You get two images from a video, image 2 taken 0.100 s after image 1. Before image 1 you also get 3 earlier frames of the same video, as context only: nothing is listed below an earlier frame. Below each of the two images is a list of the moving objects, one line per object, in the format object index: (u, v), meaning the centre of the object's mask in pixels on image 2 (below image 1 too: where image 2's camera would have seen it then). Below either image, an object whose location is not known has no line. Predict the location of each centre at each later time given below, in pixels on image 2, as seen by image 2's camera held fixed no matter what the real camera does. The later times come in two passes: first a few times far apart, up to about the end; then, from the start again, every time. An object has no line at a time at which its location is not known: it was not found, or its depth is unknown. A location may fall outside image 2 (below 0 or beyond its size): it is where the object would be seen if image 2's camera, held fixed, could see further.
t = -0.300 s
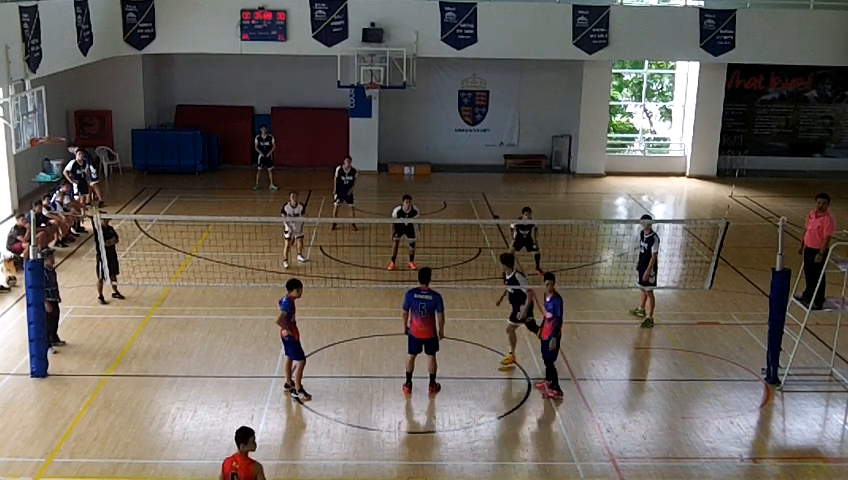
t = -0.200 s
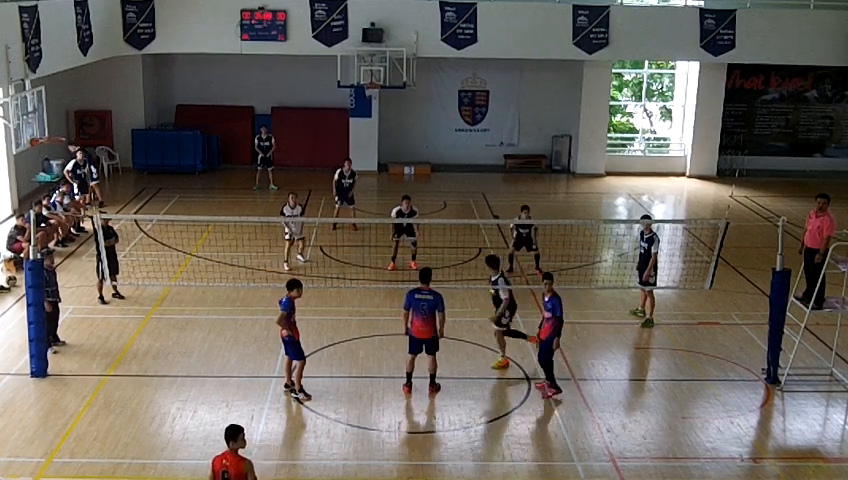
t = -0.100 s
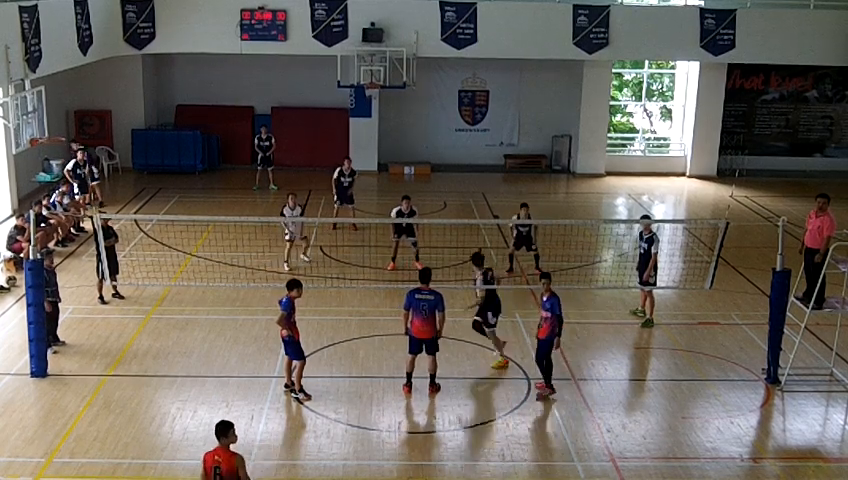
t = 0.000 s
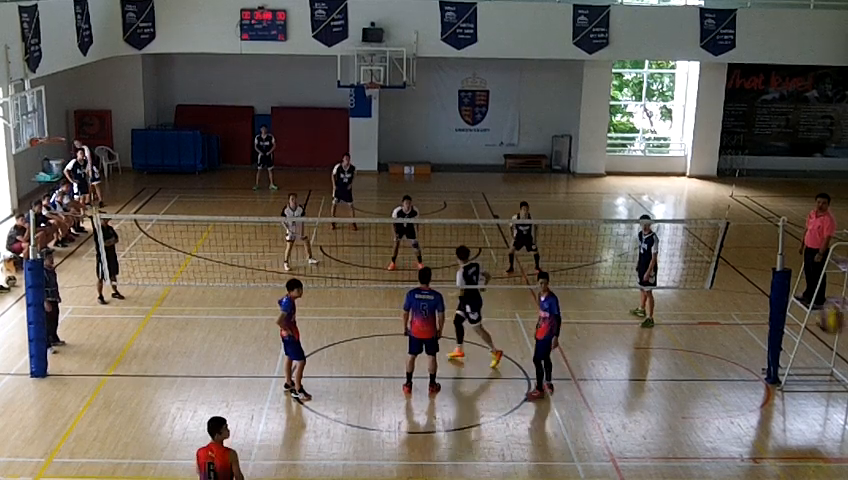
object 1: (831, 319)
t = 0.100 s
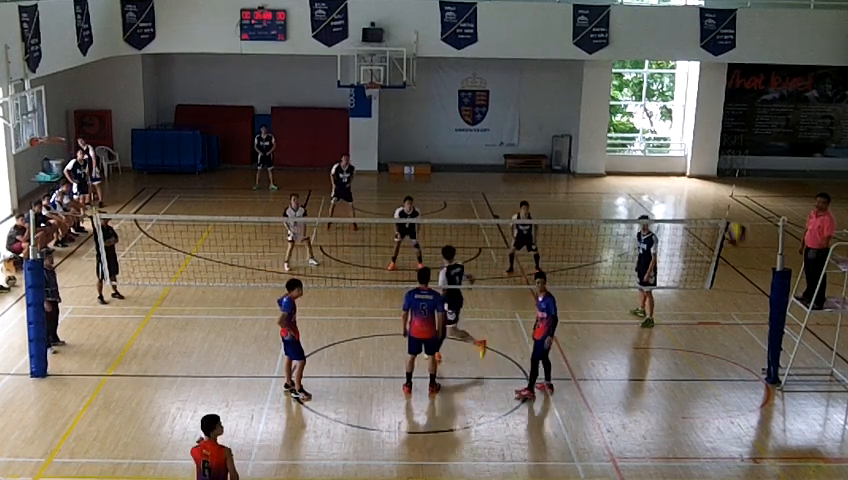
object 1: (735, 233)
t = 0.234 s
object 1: (647, 165)
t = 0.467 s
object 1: (540, 120)
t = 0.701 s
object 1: (472, 121)
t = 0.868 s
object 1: (441, 138)
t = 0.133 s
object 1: (711, 214)
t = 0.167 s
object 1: (688, 195)
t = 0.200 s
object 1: (666, 179)
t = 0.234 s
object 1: (647, 165)
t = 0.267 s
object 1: (628, 154)
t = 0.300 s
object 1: (611, 146)
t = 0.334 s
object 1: (595, 138)
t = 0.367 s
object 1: (580, 132)
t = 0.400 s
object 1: (567, 126)
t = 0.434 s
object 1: (552, 123)
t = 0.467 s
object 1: (540, 120)
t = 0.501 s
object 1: (528, 117)
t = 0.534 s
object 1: (518, 117)
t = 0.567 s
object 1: (507, 117)
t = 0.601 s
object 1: (497, 117)
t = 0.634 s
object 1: (488, 118)
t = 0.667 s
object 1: (480, 119)
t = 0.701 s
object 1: (472, 121)
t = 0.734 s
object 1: (465, 124)
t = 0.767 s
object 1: (458, 127)
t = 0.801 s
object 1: (452, 131)
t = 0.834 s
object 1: (446, 135)
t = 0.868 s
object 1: (441, 138)
